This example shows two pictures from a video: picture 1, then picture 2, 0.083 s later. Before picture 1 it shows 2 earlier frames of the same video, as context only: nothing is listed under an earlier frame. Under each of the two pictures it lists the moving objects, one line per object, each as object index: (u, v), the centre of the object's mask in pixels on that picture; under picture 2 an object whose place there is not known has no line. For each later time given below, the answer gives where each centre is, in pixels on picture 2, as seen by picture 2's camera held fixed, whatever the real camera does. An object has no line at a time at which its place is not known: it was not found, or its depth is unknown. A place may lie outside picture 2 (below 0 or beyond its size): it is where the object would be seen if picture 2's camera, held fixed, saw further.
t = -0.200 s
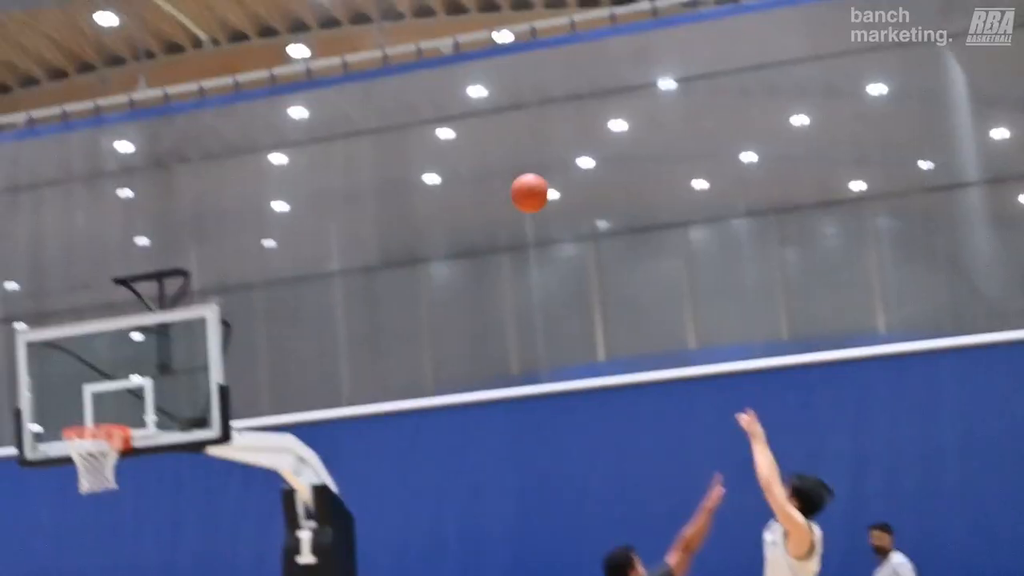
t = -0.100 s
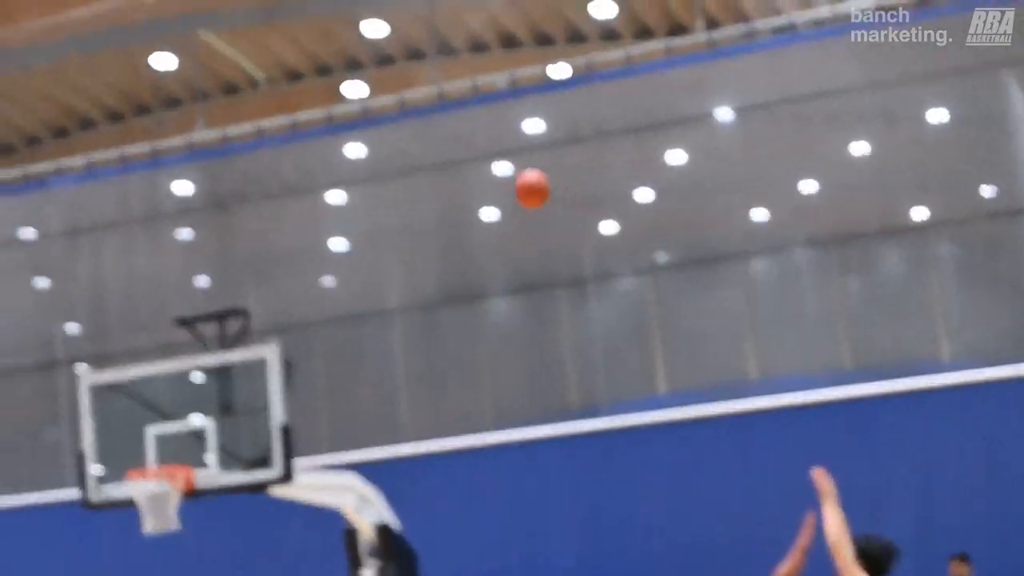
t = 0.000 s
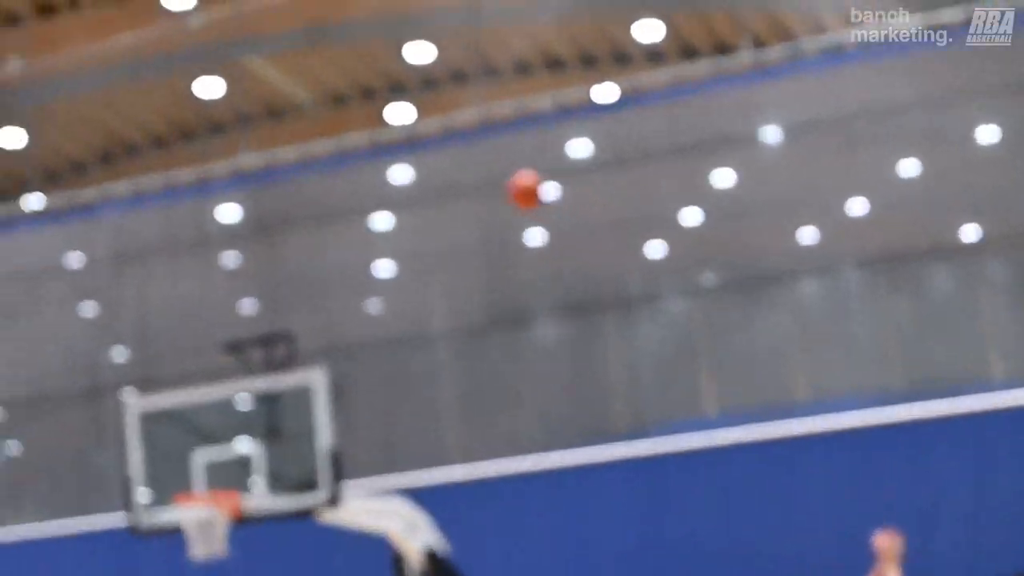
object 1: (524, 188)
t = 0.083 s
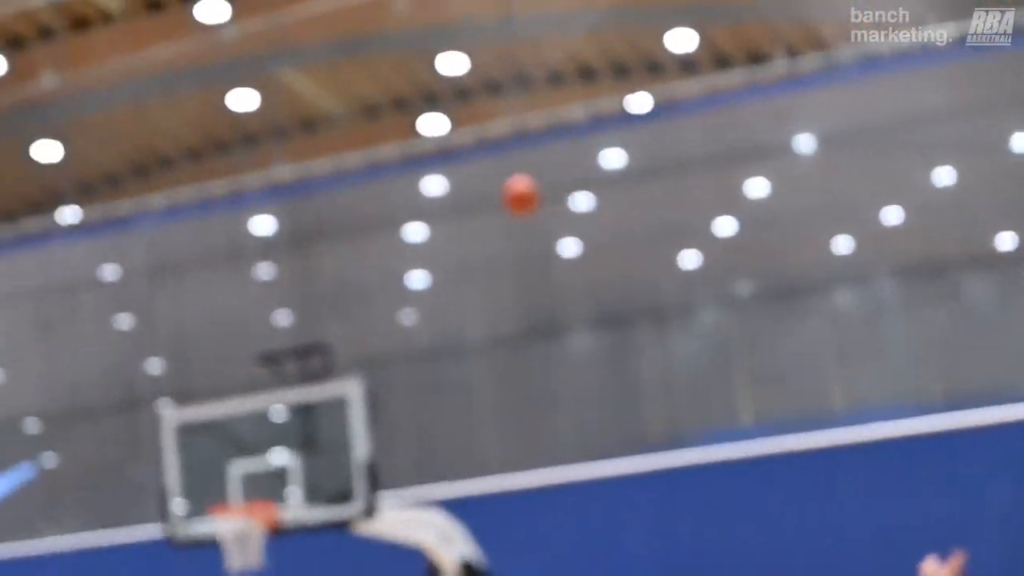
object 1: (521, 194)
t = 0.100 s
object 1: (514, 194)
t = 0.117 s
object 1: (507, 195)
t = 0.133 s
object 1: (499, 195)
